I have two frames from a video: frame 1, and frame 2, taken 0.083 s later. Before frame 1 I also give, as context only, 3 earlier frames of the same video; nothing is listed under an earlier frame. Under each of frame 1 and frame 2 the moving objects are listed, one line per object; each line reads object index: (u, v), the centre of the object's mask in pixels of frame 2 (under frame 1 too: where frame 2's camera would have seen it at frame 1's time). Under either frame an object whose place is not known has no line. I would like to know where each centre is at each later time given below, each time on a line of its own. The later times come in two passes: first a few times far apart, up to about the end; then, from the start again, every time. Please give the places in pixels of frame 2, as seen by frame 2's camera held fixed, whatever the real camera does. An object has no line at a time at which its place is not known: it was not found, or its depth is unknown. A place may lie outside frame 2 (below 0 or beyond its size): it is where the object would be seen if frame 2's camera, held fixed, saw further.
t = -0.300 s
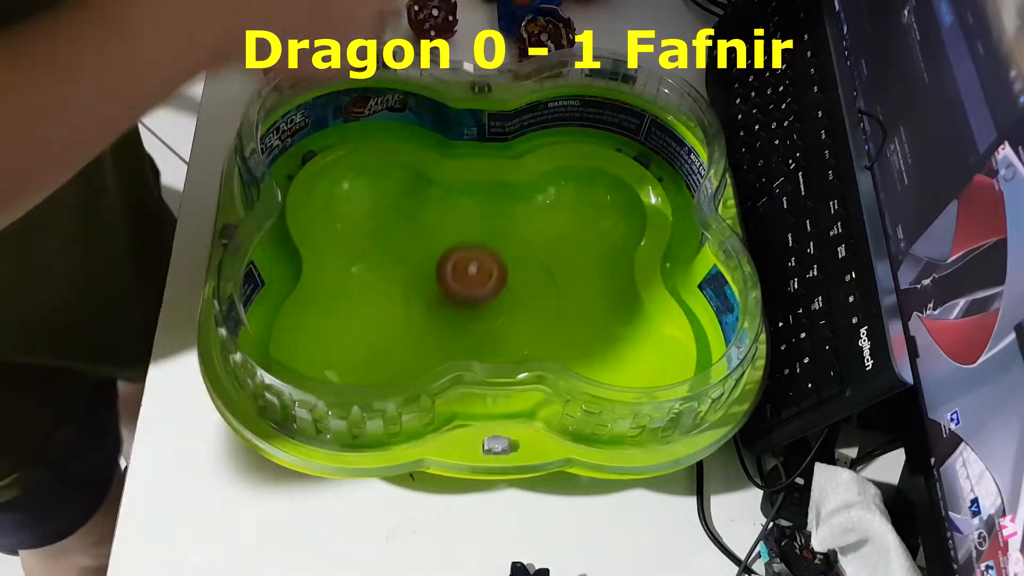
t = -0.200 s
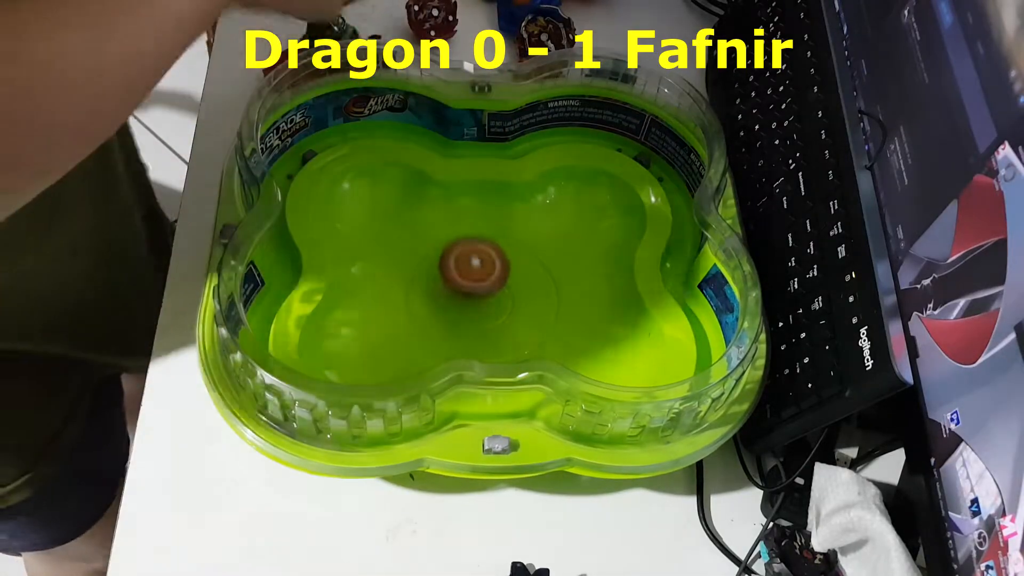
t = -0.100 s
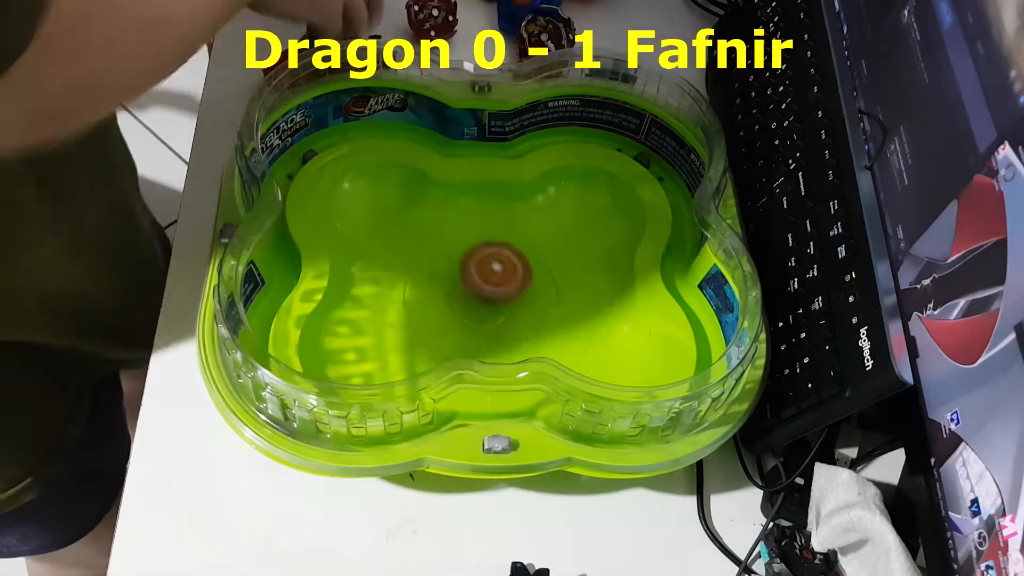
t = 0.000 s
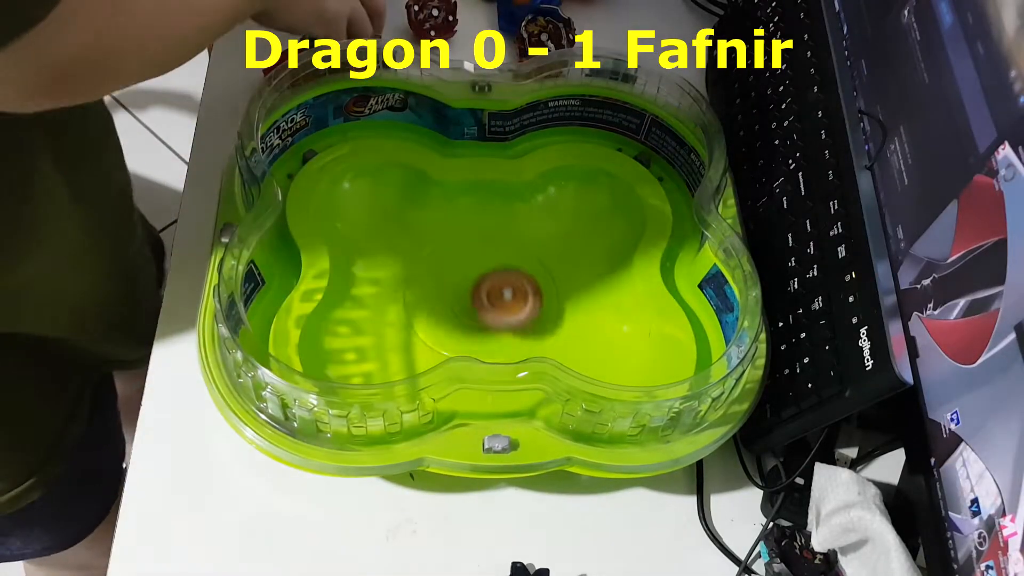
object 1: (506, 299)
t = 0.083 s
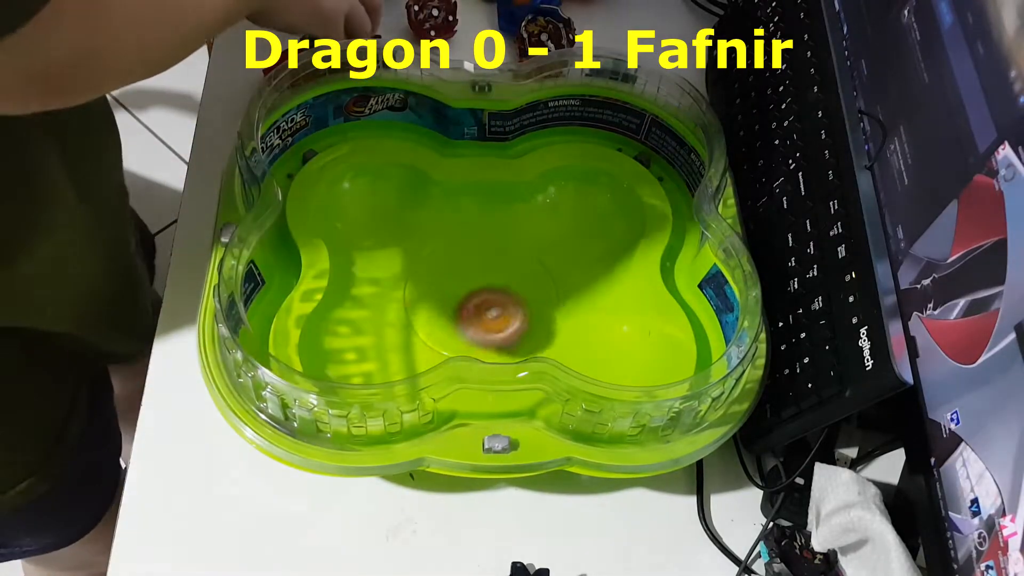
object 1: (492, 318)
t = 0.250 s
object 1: (393, 309)
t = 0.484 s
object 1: (411, 246)
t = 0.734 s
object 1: (548, 253)
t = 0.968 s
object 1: (598, 368)
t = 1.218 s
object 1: (530, 285)
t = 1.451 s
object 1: (490, 251)
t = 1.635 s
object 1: (538, 249)
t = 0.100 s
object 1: (486, 320)
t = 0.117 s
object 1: (479, 321)
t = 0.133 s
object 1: (470, 323)
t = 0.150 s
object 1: (460, 322)
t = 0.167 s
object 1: (447, 321)
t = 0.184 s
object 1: (437, 322)
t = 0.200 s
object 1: (425, 320)
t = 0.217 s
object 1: (411, 318)
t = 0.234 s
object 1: (401, 313)
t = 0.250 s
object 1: (393, 309)
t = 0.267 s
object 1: (386, 305)
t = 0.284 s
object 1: (381, 301)
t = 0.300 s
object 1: (377, 297)
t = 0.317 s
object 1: (375, 293)
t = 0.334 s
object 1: (374, 289)
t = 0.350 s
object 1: (374, 286)
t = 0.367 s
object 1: (376, 282)
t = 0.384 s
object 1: (379, 279)
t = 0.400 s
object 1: (382, 275)
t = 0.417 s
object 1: (388, 269)
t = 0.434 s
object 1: (396, 262)
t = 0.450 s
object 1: (401, 257)
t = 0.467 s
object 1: (406, 252)
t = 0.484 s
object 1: (411, 246)
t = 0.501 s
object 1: (416, 239)
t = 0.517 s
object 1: (423, 231)
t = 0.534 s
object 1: (430, 226)
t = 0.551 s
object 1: (437, 221)
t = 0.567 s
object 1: (444, 218)
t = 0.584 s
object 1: (452, 215)
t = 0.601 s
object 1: (462, 214)
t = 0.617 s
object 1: (470, 214)
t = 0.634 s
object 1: (478, 217)
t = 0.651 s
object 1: (488, 222)
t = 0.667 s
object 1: (498, 227)
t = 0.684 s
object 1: (510, 233)
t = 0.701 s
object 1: (522, 239)
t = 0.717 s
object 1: (535, 246)
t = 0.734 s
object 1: (548, 253)
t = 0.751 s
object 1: (558, 259)
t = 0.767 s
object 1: (566, 264)
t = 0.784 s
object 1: (575, 271)
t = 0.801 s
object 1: (580, 277)
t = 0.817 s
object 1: (587, 285)
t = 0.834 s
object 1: (593, 294)
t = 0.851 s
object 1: (598, 306)
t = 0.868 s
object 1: (601, 317)
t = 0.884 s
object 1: (604, 330)
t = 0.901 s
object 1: (606, 343)
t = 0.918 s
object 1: (607, 354)
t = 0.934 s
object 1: (605, 364)
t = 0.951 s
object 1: (602, 367)
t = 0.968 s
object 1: (598, 368)
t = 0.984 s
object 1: (596, 367)
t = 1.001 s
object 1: (592, 364)
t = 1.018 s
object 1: (587, 361)
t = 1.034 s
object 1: (582, 360)
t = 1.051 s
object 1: (576, 361)
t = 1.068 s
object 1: (573, 354)
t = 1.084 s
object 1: (569, 344)
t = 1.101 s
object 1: (566, 337)
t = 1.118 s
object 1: (562, 330)
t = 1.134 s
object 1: (558, 320)
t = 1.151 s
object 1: (553, 313)
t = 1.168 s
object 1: (548, 306)
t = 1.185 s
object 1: (543, 298)
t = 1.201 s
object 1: (536, 291)
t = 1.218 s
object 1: (530, 285)
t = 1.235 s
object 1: (525, 280)
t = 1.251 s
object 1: (521, 276)
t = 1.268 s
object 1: (515, 271)
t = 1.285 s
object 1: (510, 268)
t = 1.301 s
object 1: (505, 264)
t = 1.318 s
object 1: (501, 261)
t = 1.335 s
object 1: (498, 259)
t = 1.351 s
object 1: (495, 256)
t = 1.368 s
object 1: (493, 255)
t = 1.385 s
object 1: (490, 254)
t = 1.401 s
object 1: (489, 253)
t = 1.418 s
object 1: (489, 252)
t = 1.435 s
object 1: (489, 252)
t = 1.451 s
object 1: (490, 251)
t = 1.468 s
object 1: (491, 251)
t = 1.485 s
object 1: (494, 251)
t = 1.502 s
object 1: (497, 250)
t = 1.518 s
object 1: (501, 250)
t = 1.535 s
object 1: (506, 250)
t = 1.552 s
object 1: (511, 250)
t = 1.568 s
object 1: (517, 250)
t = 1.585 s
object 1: (522, 249)
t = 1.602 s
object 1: (527, 249)
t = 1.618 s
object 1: (533, 249)
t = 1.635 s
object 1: (538, 249)
